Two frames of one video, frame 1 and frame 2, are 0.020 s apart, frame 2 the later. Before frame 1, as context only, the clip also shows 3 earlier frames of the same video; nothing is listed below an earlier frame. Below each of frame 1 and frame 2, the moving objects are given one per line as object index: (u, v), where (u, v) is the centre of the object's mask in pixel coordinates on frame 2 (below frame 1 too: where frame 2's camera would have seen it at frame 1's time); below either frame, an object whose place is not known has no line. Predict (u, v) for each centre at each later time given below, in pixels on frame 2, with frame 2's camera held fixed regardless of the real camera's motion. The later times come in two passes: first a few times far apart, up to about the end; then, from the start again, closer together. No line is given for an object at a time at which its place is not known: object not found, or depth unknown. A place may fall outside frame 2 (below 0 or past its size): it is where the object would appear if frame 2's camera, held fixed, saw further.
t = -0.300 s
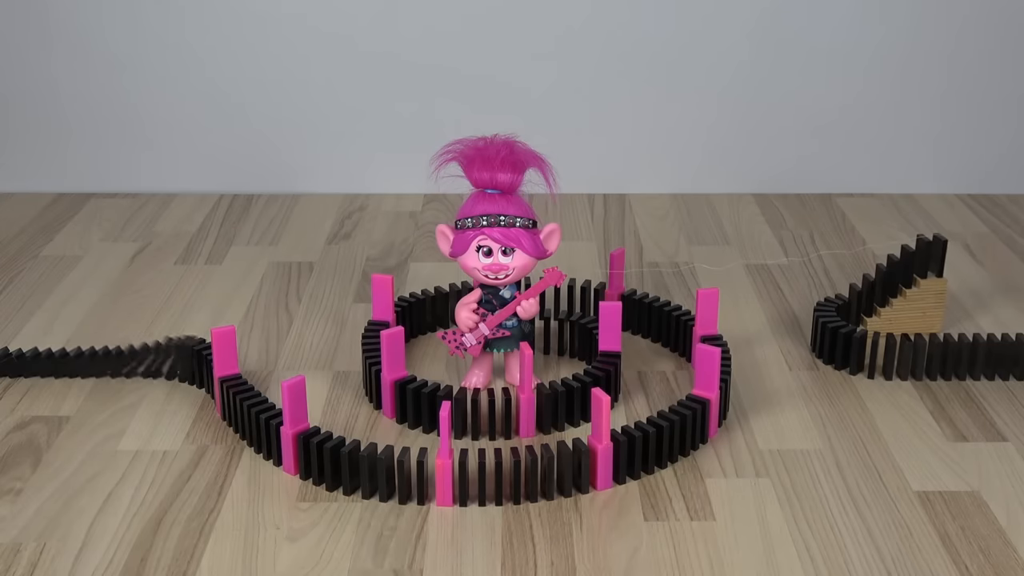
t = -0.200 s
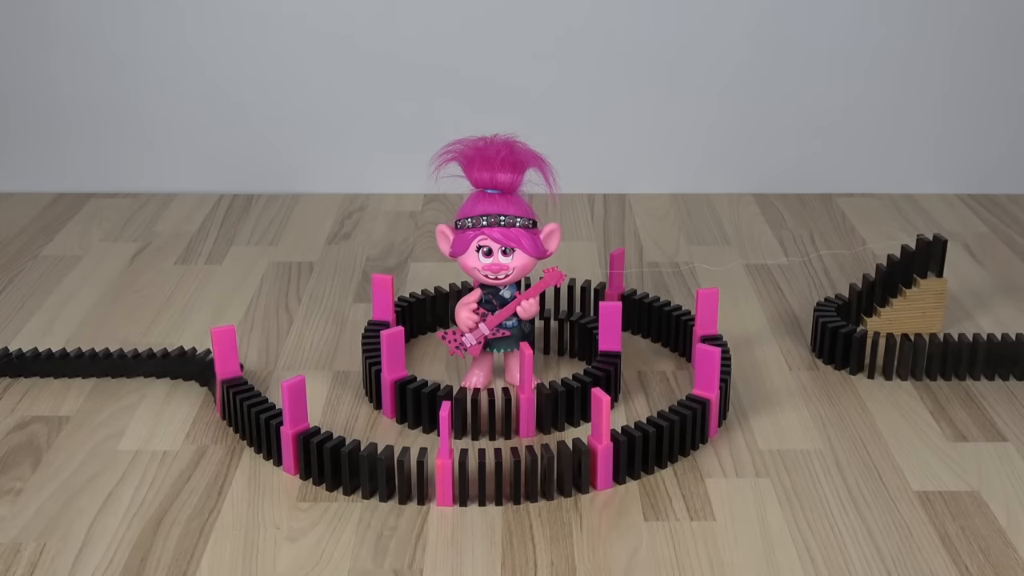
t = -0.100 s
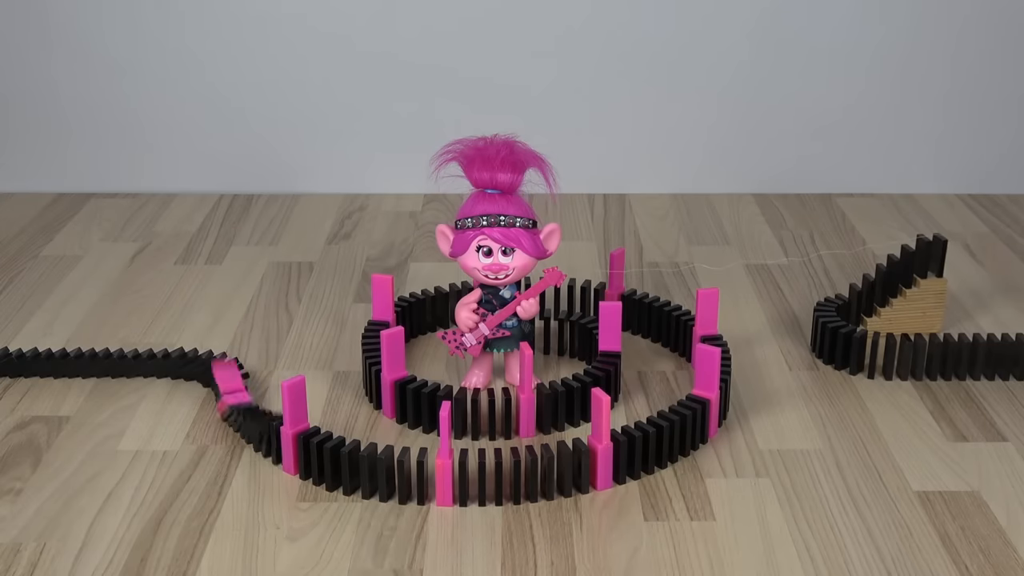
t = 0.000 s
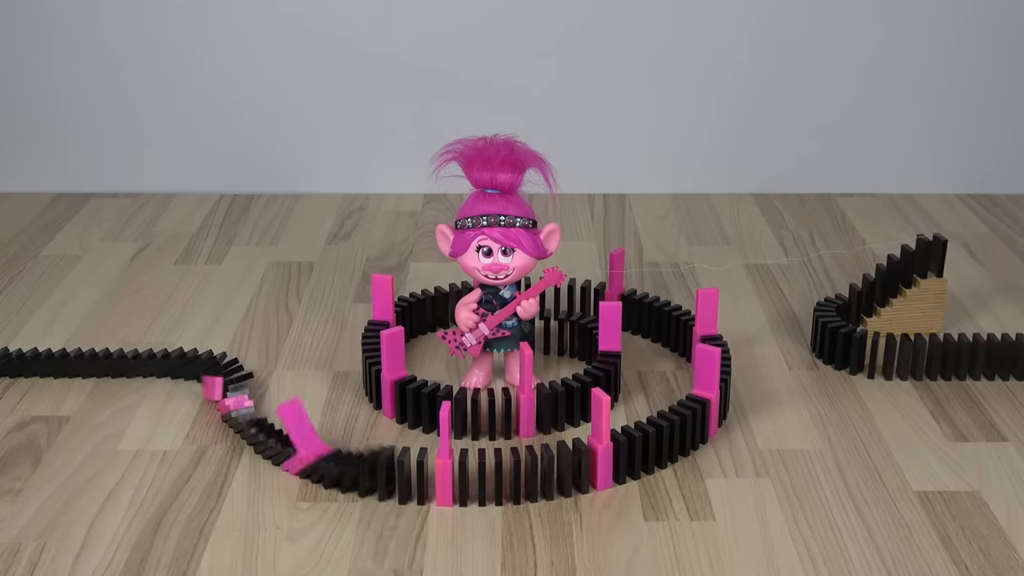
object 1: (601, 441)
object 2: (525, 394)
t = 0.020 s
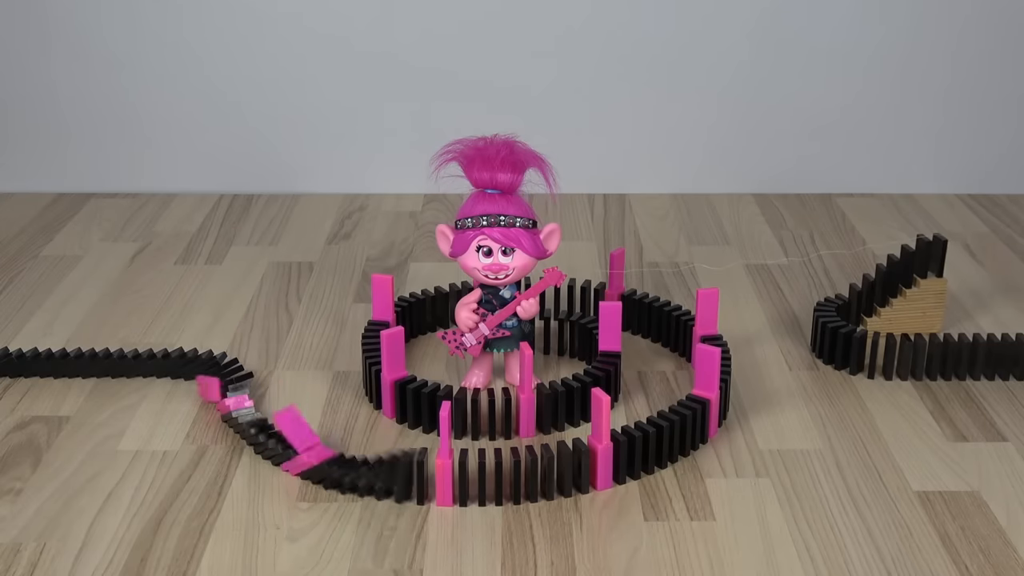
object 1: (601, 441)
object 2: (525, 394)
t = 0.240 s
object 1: (613, 447)
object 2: (525, 394)
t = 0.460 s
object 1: (611, 460)
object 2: (525, 394)
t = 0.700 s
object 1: (622, 452)
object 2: (525, 394)
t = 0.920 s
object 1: (611, 460)
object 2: (525, 394)
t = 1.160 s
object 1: (611, 460)
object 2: (529, 395)
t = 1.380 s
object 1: (611, 460)
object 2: (539, 412)
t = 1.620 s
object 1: (594, 454)
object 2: (539, 412)
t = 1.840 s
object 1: (594, 454)
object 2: (551, 420)
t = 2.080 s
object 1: (594, 454)
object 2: (559, 412)
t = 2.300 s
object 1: (594, 454)
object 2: (559, 412)
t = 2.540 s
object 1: (594, 454)
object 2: (559, 412)
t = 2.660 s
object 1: (594, 454)
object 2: (559, 412)
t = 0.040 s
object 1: (601, 441)
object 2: (525, 394)
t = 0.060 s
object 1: (601, 441)
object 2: (525, 394)
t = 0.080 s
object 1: (601, 441)
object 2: (525, 394)
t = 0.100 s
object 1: (601, 441)
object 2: (525, 394)
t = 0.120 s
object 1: (601, 441)
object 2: (525, 394)
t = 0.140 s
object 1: (601, 440)
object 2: (525, 394)
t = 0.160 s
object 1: (601, 440)
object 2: (525, 394)
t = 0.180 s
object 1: (603, 440)
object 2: (525, 394)
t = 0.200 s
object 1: (606, 440)
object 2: (525, 394)
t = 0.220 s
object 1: (610, 442)
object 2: (525, 394)
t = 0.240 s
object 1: (613, 447)
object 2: (525, 394)
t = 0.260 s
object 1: (615, 451)
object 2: (525, 394)
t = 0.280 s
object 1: (613, 455)
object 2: (525, 394)
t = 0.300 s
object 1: (612, 458)
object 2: (525, 394)
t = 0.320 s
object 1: (610, 456)
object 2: (525, 394)
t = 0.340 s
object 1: (610, 455)
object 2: (525, 394)
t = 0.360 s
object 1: (610, 457)
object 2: (525, 394)
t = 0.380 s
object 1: (611, 459)
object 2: (525, 394)
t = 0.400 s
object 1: (611, 460)
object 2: (525, 394)
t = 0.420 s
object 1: (611, 460)
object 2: (525, 394)
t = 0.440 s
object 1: (611, 460)
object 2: (525, 394)
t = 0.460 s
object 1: (611, 460)
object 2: (525, 394)
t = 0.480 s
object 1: (611, 460)
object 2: (525, 394)
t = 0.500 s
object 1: (611, 460)
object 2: (525, 394)
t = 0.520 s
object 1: (611, 460)
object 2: (525, 394)
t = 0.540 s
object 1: (611, 460)
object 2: (525, 394)
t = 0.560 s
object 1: (611, 460)
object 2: (525, 394)
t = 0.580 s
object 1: (611, 460)
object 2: (525, 394)
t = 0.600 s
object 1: (611, 460)
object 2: (525, 394)
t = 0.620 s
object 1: (611, 460)
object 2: (525, 394)
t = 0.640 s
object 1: (611, 460)
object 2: (525, 394)
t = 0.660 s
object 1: (611, 460)
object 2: (525, 394)
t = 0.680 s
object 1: (621, 452)
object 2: (525, 394)
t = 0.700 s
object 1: (622, 452)
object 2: (525, 394)
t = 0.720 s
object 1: (623, 451)
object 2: (525, 394)
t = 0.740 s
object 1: (611, 460)
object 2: (525, 394)
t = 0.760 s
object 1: (611, 460)
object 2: (525, 394)
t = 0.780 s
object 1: (611, 460)
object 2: (525, 394)
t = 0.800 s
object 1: (611, 460)
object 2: (525, 394)
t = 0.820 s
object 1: (611, 460)
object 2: (525, 394)
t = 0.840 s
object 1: (611, 460)
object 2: (525, 394)
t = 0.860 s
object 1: (611, 460)
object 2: (525, 394)
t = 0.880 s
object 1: (611, 460)
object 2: (525, 394)
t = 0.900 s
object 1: (611, 460)
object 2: (525, 394)
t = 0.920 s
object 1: (611, 460)
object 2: (525, 394)
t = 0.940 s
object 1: (611, 460)
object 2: (525, 394)
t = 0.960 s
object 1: (611, 460)
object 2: (525, 394)
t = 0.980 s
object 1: (611, 460)
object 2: (525, 394)
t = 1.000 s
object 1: (611, 460)
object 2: (525, 394)
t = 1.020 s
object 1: (611, 460)
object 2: (525, 394)
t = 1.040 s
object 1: (611, 460)
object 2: (525, 394)
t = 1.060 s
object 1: (611, 460)
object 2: (525, 394)
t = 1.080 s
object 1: (611, 460)
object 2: (525, 394)
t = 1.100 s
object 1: (611, 460)
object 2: (525, 394)
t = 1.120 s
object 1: (611, 460)
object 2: (525, 394)
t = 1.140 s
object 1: (611, 460)
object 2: (526, 394)
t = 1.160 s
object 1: (611, 460)
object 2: (529, 395)
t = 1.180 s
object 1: (611, 460)
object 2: (534, 398)
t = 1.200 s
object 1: (611, 460)
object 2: (537, 400)
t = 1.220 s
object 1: (611, 460)
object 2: (541, 405)
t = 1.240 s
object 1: (611, 460)
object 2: (543, 406)
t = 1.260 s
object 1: (611, 460)
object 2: (538, 409)
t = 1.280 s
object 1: (611, 460)
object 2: (539, 410)
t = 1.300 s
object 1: (611, 460)
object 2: (539, 411)
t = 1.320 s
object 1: (611, 460)
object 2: (538, 412)
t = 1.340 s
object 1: (611, 460)
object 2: (539, 412)
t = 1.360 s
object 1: (611, 460)
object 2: (539, 412)
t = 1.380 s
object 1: (611, 460)
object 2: (539, 412)
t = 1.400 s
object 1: (611, 460)
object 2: (539, 412)
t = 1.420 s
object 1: (611, 460)
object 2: (539, 412)
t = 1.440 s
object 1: (611, 460)
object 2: (539, 412)
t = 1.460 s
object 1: (611, 460)
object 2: (539, 412)
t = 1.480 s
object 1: (594, 454)
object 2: (539, 412)
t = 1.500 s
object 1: (594, 454)
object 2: (539, 412)
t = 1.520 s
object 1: (594, 454)
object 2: (539, 412)
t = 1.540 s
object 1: (594, 454)
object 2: (539, 412)
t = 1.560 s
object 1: (594, 454)
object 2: (539, 412)
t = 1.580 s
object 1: (594, 454)
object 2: (539, 412)
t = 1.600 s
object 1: (594, 454)
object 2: (539, 412)
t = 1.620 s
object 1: (594, 454)
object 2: (539, 412)
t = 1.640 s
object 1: (594, 454)
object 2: (539, 412)
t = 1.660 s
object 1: (594, 454)
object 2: (539, 412)
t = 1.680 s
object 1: (594, 454)
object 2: (539, 412)
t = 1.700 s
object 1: (594, 454)
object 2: (539, 412)
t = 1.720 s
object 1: (594, 454)
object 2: (551, 420)
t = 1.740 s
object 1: (594, 454)
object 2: (551, 420)
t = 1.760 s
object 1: (594, 454)
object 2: (551, 420)
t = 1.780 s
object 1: (594, 454)
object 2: (551, 420)
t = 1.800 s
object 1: (594, 454)
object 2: (551, 420)
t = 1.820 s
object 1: (594, 454)
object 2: (551, 420)
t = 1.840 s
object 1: (594, 454)
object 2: (551, 420)
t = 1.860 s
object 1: (594, 454)
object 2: (551, 419)
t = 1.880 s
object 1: (594, 454)
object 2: (558, 413)
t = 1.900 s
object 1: (594, 454)
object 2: (558, 412)
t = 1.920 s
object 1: (594, 454)
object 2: (558, 412)
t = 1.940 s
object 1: (594, 454)
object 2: (558, 412)
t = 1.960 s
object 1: (594, 454)
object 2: (558, 412)
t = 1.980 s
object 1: (594, 454)
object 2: (558, 412)
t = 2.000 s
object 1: (594, 454)
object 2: (558, 412)
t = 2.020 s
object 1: (594, 454)
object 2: (558, 412)
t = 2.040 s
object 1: (594, 454)
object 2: (558, 412)
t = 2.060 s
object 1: (594, 454)
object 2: (558, 412)
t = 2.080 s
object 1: (594, 454)
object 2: (559, 412)
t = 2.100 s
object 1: (594, 454)
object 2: (559, 412)
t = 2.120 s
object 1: (594, 454)
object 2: (559, 412)
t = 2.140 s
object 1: (594, 454)
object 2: (559, 412)
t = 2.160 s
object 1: (594, 454)
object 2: (559, 412)
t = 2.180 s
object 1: (594, 454)
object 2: (559, 412)
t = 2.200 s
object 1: (594, 454)
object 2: (559, 412)
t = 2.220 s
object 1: (594, 454)
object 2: (559, 412)
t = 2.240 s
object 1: (594, 454)
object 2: (559, 412)
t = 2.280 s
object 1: (594, 454)
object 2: (559, 412)
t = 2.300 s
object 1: (594, 454)
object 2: (559, 412)
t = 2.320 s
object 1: (594, 454)
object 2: (559, 412)
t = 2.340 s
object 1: (594, 454)
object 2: (559, 412)
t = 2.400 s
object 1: (594, 454)
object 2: (559, 412)
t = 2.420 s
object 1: (594, 454)
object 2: (559, 412)
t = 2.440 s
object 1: (594, 454)
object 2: (559, 412)
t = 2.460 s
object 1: (594, 454)
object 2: (559, 412)
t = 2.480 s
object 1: (594, 454)
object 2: (559, 412)
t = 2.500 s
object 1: (594, 454)
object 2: (559, 412)
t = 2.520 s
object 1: (594, 454)
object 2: (559, 412)
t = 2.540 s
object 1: (594, 454)
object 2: (559, 412)
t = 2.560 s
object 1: (594, 454)
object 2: (559, 412)
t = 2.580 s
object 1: (594, 454)
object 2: (559, 412)
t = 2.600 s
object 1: (594, 454)
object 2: (559, 412)
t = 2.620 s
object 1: (594, 454)
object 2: (559, 412)
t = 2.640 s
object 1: (594, 454)
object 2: (559, 412)
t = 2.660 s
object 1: (594, 454)
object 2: (559, 412)
